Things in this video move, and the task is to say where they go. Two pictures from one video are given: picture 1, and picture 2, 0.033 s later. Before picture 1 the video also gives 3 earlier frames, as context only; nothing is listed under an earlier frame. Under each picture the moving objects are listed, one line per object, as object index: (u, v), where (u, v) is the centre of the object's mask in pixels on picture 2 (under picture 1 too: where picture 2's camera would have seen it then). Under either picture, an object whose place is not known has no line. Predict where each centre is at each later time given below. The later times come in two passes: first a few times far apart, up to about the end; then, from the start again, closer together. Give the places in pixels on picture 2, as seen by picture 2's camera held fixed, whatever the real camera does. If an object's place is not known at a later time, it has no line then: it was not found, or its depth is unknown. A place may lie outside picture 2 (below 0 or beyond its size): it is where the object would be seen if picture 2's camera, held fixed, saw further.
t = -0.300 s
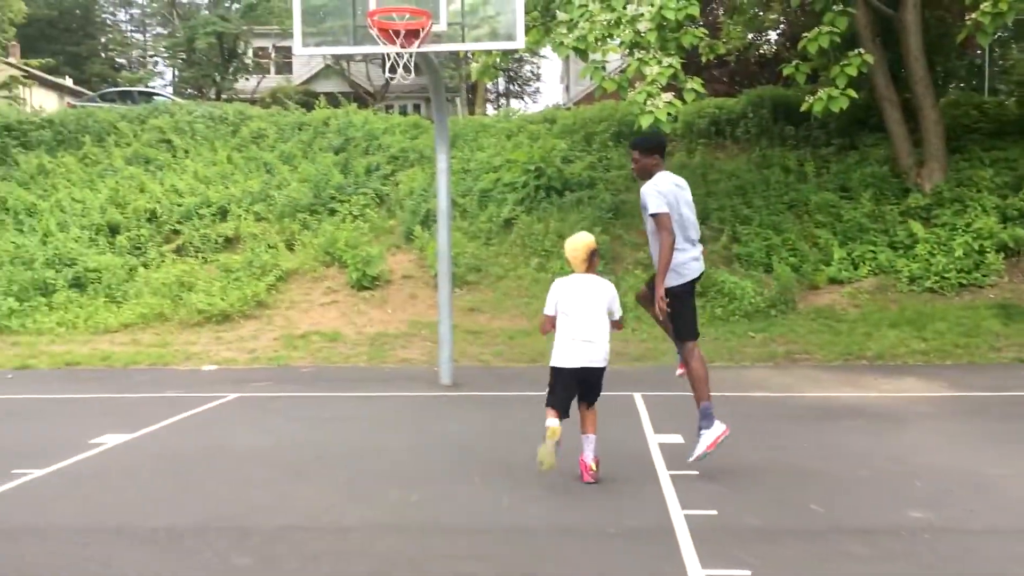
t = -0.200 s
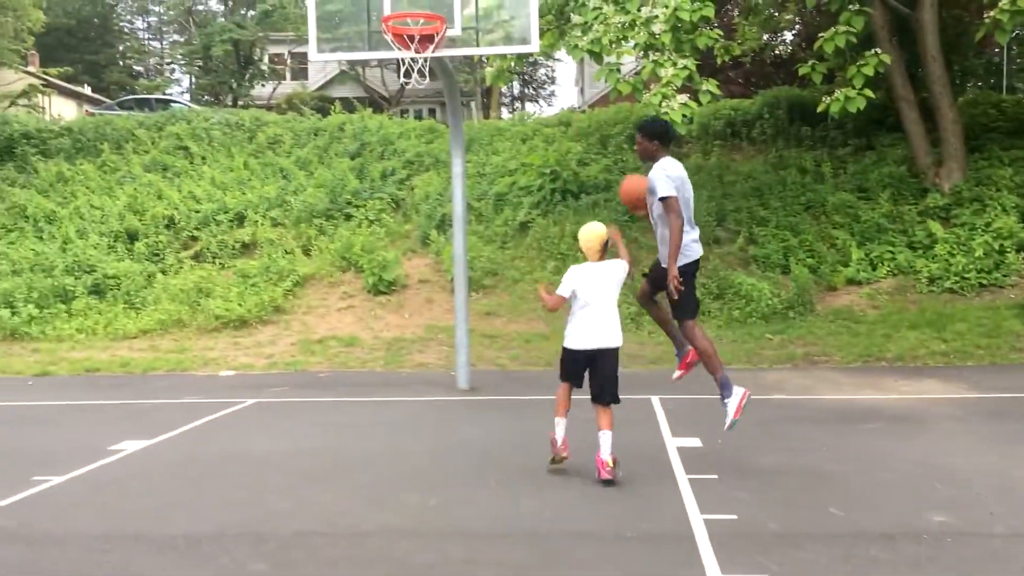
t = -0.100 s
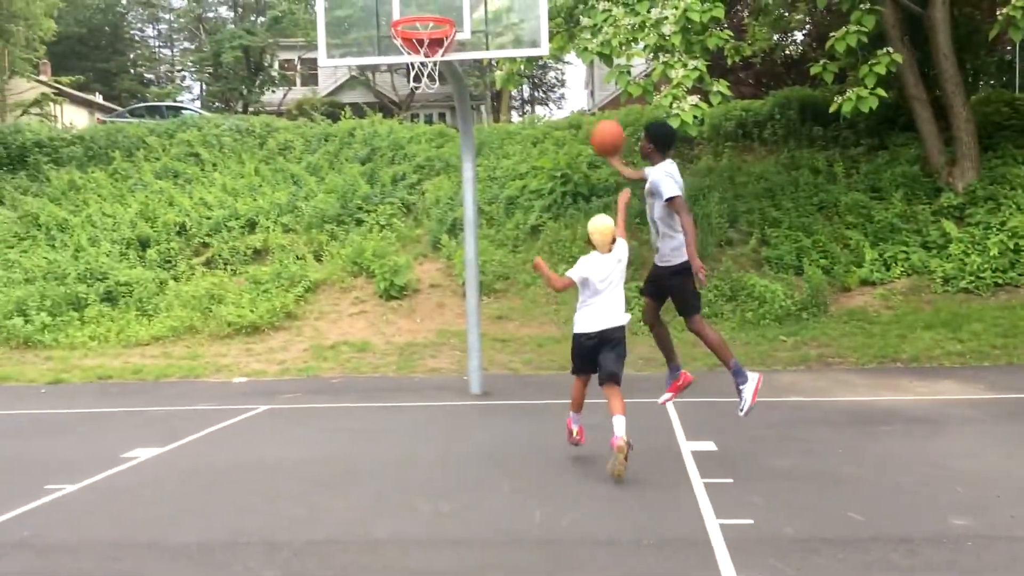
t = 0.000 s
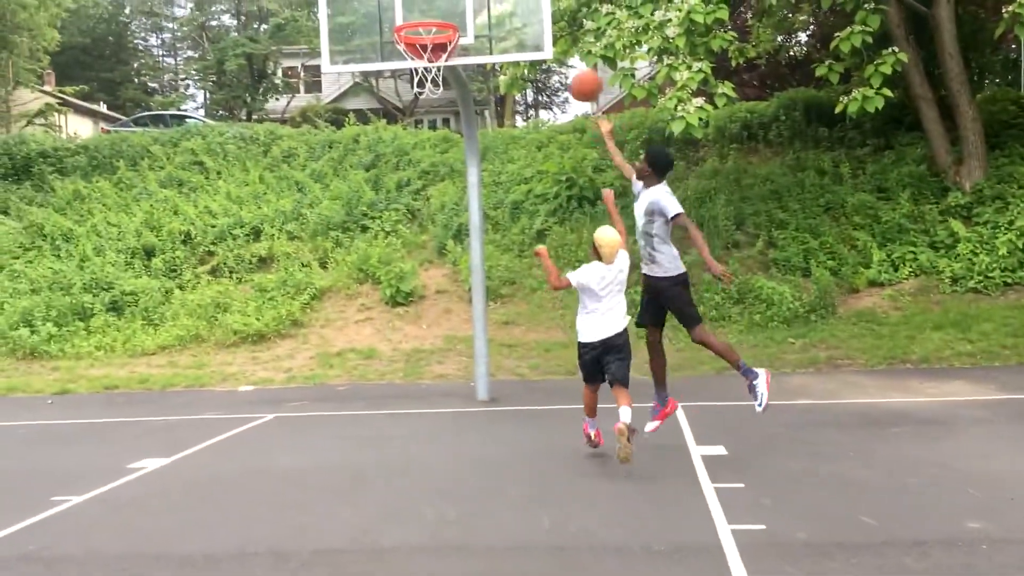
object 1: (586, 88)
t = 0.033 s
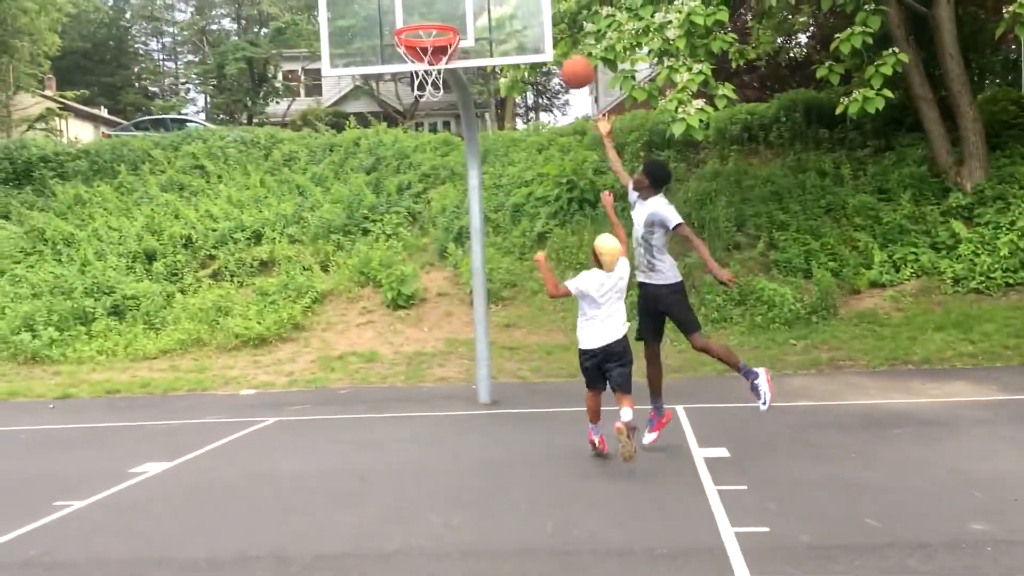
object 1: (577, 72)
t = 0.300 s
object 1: (516, 14)
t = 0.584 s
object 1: (480, 24)
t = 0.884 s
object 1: (447, 152)
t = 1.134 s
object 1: (423, 367)
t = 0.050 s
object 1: (572, 65)
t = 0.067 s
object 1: (568, 59)
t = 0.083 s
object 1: (564, 53)
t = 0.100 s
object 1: (561, 48)
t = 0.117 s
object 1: (557, 43)
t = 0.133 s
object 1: (553, 38)
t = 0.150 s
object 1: (549, 34)
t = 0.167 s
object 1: (545, 30)
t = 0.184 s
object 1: (541, 26)
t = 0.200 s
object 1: (537, 23)
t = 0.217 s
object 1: (533, 20)
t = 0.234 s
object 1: (530, 18)
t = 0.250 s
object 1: (527, 16)
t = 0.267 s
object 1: (523, 15)
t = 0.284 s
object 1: (520, 14)
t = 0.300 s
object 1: (516, 14)
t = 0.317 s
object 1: (513, 13)
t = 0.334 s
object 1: (509, 13)
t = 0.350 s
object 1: (506, 14)
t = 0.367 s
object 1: (503, 12)
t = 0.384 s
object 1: (501, 11)
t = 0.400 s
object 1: (500, 10)
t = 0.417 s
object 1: (498, 10)
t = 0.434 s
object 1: (496, 10)
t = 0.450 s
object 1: (494, 10)
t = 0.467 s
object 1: (492, 10)
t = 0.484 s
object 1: (491, 11)
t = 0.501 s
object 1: (489, 12)
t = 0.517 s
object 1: (487, 13)
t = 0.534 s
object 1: (485, 16)
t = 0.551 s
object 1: (483, 18)
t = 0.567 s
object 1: (482, 21)
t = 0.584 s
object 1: (480, 24)
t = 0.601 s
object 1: (479, 28)
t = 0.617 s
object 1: (477, 32)
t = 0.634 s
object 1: (476, 37)
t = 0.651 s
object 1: (474, 42)
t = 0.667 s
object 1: (471, 46)
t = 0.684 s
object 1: (469, 52)
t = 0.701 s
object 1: (466, 58)
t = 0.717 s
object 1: (464, 65)
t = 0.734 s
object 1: (463, 70)
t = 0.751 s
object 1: (462, 78)
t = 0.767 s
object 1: (460, 86)
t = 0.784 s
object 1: (457, 94)
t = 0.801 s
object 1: (456, 102)
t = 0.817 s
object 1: (454, 110)
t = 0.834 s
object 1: (453, 121)
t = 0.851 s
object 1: (450, 132)
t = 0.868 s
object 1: (449, 141)
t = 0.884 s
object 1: (447, 152)
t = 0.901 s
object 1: (445, 163)
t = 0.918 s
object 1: (444, 174)
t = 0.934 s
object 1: (442, 186)
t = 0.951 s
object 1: (441, 199)
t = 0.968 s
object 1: (439, 211)
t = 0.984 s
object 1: (438, 226)
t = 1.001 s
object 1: (436, 239)
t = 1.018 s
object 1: (434, 253)
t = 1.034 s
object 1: (433, 268)
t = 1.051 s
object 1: (431, 283)
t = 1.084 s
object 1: (427, 315)
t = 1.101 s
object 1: (427, 333)
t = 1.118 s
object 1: (425, 348)
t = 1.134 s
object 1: (423, 367)
